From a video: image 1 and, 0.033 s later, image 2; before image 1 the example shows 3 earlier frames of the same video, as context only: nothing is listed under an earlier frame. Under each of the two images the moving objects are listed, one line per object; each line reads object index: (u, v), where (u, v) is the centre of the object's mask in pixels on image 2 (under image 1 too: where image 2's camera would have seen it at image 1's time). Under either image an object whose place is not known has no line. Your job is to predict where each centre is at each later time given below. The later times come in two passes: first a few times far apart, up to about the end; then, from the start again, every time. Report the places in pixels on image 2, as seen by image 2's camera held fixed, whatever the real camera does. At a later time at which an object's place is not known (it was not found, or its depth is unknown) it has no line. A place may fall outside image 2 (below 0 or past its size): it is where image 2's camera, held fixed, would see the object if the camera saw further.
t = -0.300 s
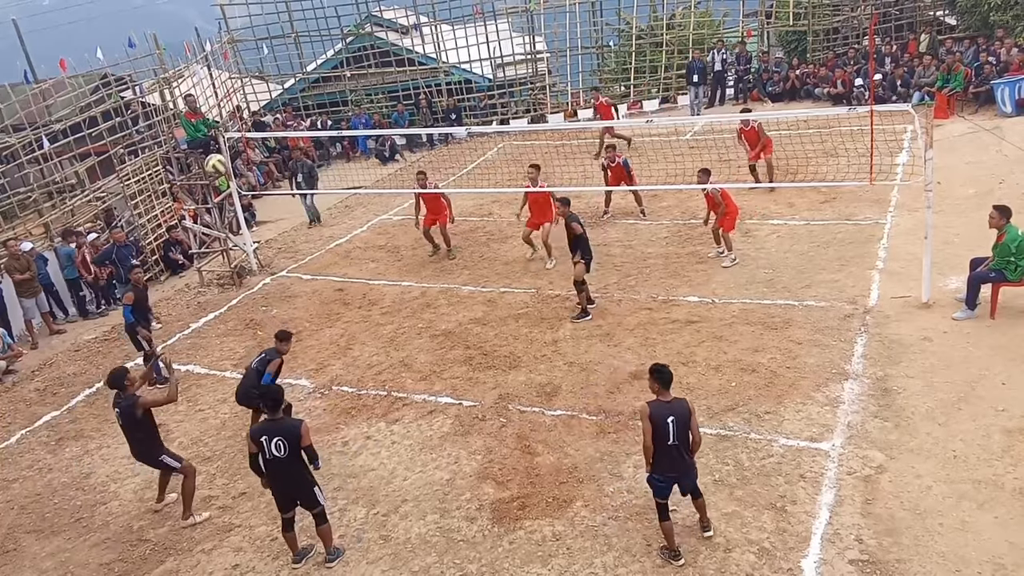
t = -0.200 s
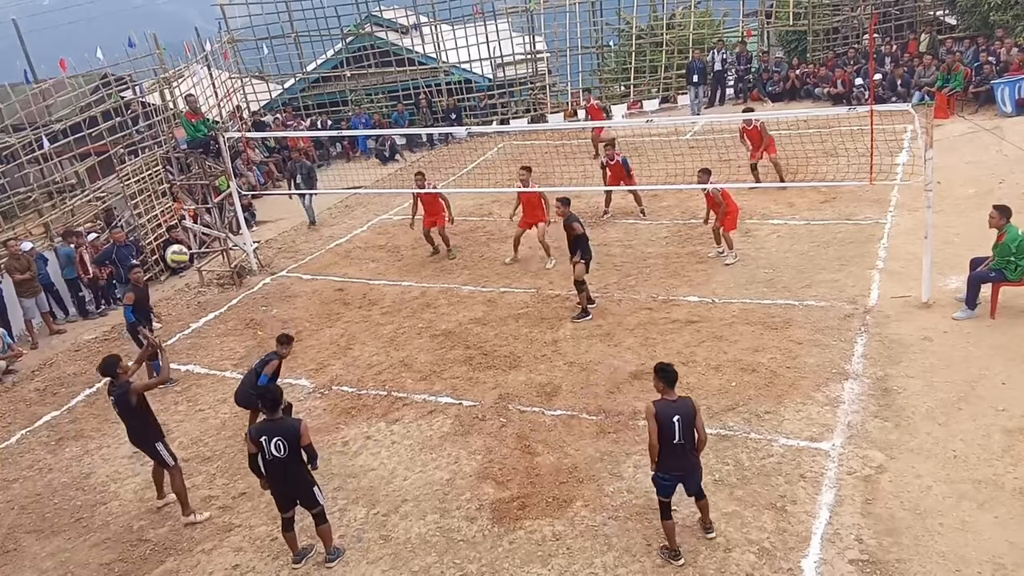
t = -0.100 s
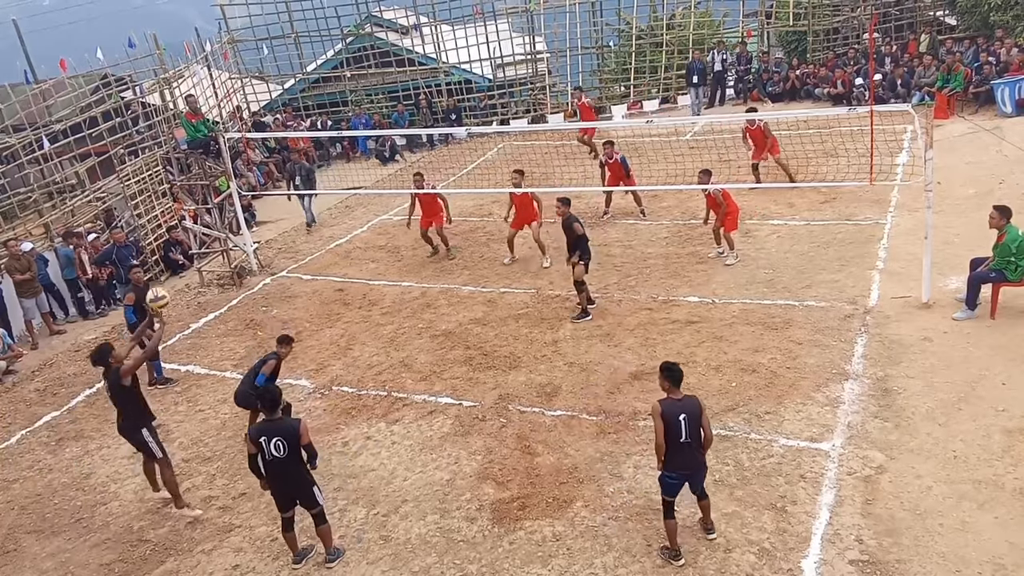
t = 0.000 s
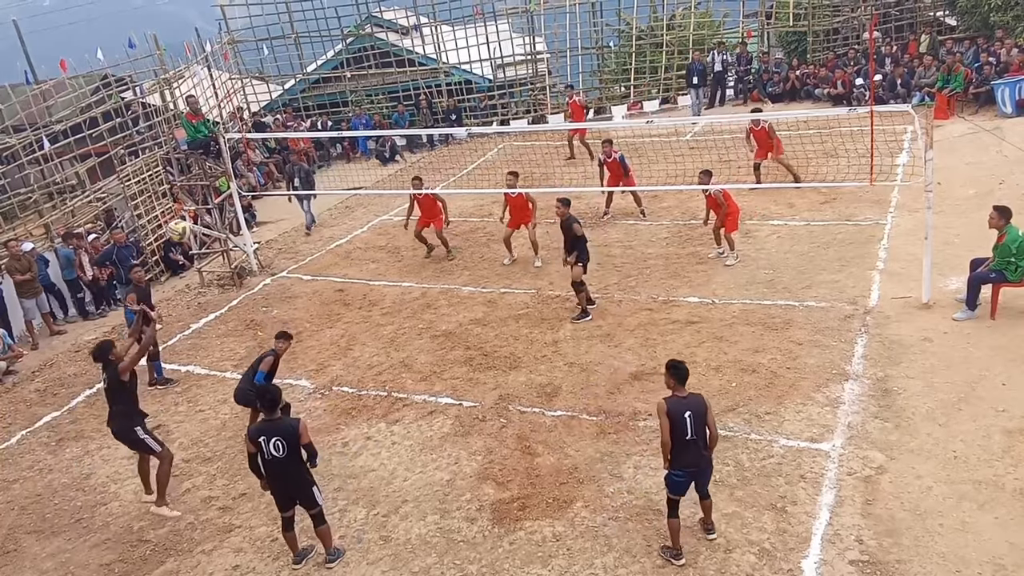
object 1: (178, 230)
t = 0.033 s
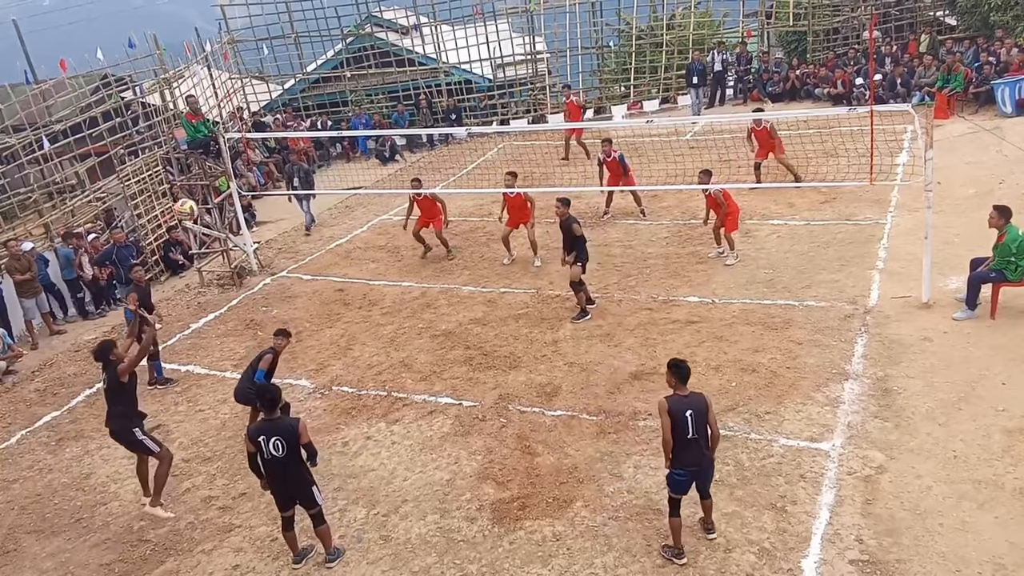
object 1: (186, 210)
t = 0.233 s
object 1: (235, 112)
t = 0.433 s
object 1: (292, 56)
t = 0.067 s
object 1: (194, 189)
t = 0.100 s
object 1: (201, 171)
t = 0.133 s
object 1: (209, 155)
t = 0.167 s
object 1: (218, 140)
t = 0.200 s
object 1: (226, 125)
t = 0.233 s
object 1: (235, 112)
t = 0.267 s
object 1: (244, 100)
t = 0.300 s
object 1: (254, 89)
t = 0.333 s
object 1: (263, 79)
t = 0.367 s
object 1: (272, 71)
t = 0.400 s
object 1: (282, 63)
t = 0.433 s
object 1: (292, 56)
